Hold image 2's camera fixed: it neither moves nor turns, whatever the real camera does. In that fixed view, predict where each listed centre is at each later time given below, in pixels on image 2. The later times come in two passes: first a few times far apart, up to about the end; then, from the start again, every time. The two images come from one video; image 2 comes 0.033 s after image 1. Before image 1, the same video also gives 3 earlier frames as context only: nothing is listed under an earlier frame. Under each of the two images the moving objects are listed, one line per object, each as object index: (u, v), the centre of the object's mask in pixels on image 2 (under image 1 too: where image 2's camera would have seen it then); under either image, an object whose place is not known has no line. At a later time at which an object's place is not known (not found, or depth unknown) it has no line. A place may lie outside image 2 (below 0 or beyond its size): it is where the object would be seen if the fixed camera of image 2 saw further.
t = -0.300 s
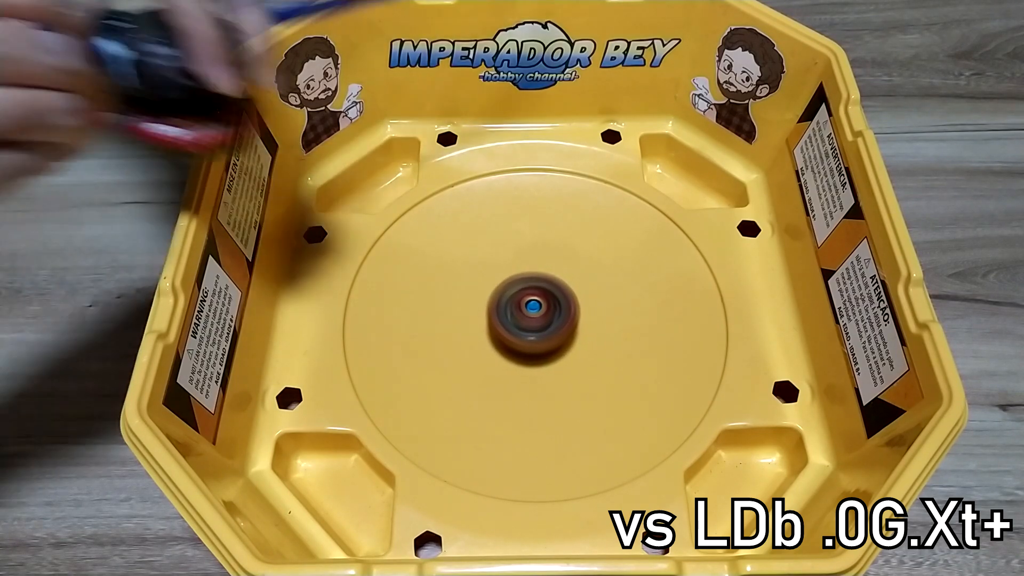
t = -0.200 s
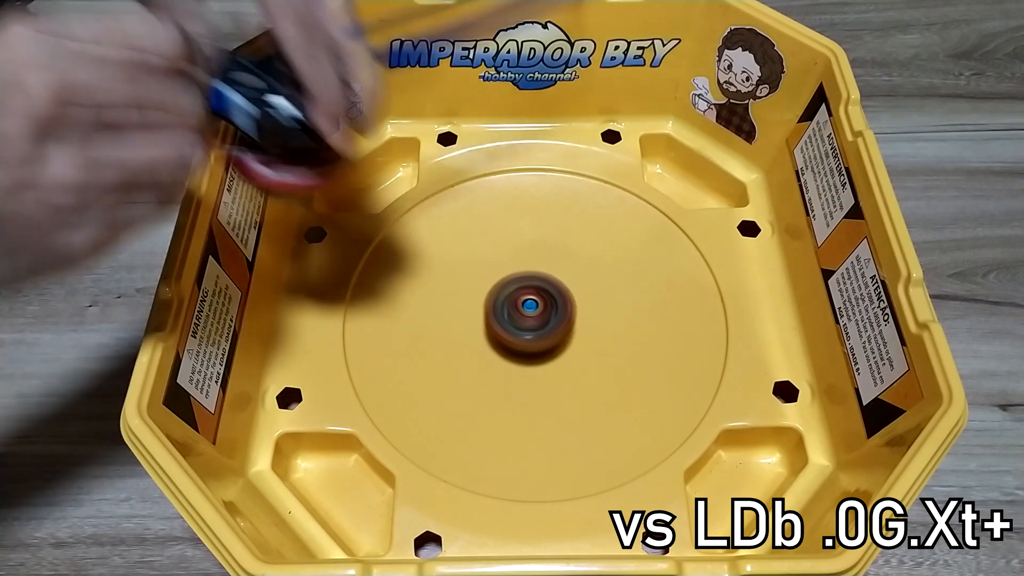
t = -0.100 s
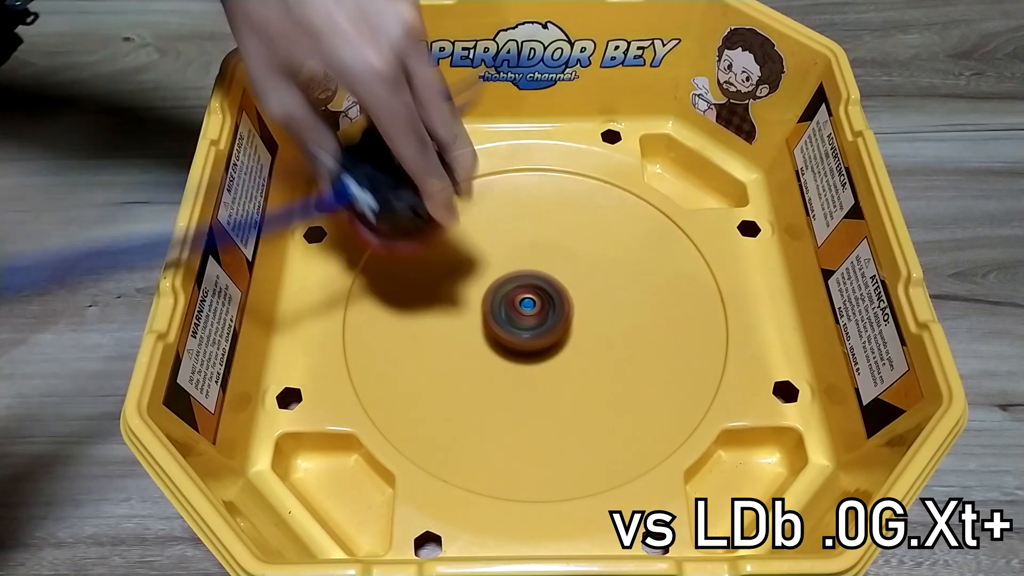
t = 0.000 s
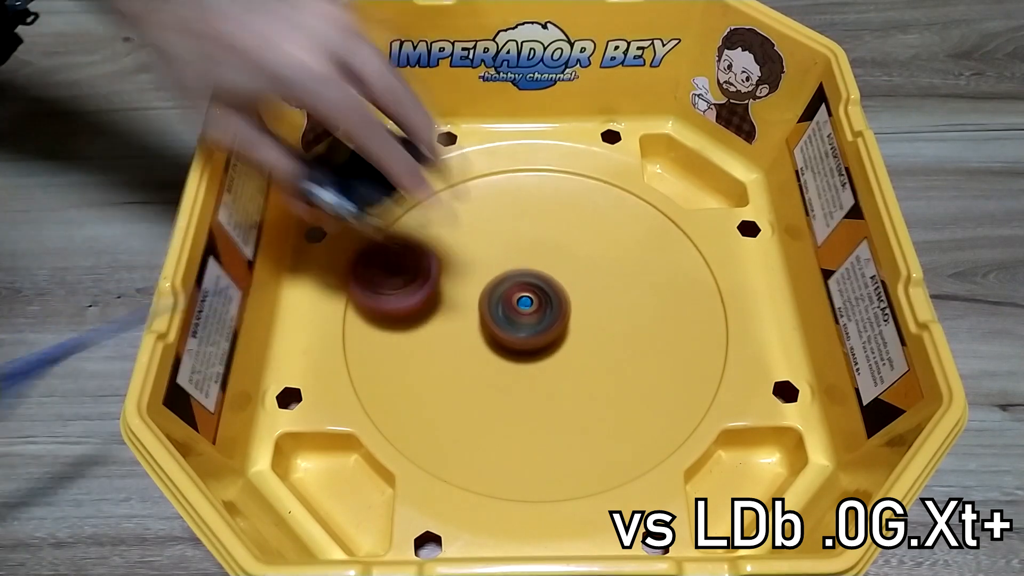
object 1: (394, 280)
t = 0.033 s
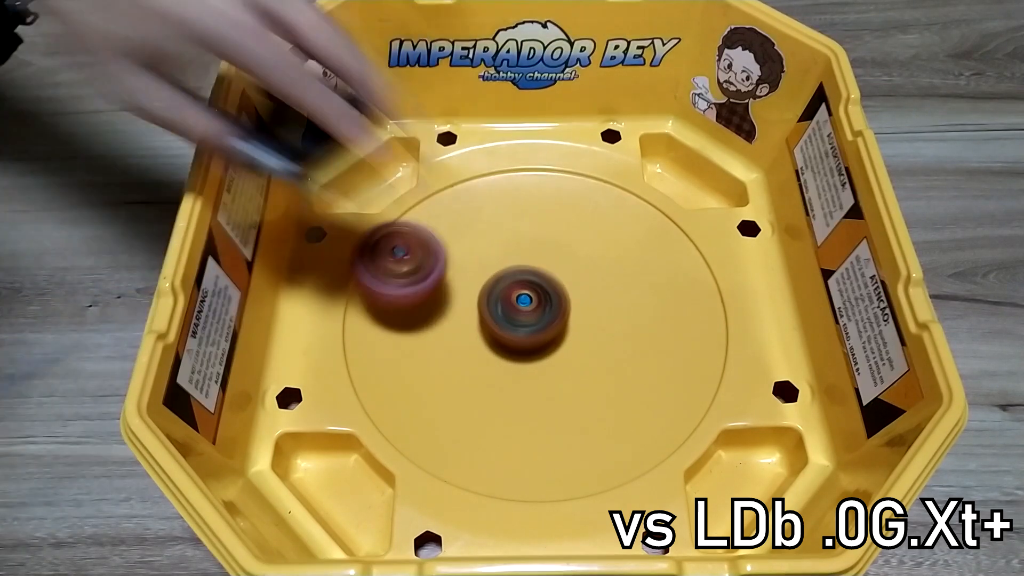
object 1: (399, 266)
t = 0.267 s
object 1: (386, 321)
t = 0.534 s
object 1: (414, 304)
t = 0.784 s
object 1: (457, 300)
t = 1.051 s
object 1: (483, 356)
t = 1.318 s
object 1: (469, 377)
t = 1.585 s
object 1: (467, 364)
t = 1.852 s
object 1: (453, 337)
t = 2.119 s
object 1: (520, 311)
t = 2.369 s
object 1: (543, 346)
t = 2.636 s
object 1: (548, 349)
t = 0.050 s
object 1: (402, 262)
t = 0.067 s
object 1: (409, 258)
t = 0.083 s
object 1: (412, 261)
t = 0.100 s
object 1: (422, 264)
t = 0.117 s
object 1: (426, 277)
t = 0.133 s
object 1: (436, 287)
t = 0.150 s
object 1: (436, 290)
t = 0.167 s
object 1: (422, 307)
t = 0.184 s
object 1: (419, 307)
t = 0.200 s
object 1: (407, 309)
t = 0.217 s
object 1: (405, 310)
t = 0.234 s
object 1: (394, 316)
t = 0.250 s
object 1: (391, 318)
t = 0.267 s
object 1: (386, 321)
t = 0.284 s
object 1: (385, 322)
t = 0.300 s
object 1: (384, 322)
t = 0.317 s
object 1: (383, 323)
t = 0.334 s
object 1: (384, 324)
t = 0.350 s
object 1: (385, 324)
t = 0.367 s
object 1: (386, 324)
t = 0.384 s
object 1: (388, 323)
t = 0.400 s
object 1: (390, 321)
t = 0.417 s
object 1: (392, 319)
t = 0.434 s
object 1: (395, 316)
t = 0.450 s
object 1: (397, 315)
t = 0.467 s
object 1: (401, 312)
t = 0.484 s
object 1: (403, 311)
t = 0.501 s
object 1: (407, 309)
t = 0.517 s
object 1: (409, 307)
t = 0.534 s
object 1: (414, 304)
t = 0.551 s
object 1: (416, 303)
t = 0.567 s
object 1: (421, 300)
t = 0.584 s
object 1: (423, 298)
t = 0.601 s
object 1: (429, 296)
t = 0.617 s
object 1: (432, 296)
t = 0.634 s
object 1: (439, 294)
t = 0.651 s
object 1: (442, 293)
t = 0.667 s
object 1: (449, 292)
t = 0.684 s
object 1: (450, 293)
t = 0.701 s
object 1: (450, 293)
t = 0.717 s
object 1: (450, 294)
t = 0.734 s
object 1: (451, 295)
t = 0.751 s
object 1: (453, 296)
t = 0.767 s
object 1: (456, 299)
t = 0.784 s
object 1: (457, 300)
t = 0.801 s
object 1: (463, 303)
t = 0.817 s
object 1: (465, 305)
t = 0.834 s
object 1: (471, 309)
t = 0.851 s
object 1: (473, 311)
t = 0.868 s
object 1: (479, 316)
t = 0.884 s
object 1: (480, 318)
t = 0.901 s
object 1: (485, 323)
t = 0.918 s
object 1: (486, 325)
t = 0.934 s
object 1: (487, 333)
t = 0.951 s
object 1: (487, 334)
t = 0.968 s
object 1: (486, 342)
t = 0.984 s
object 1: (485, 343)
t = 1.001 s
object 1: (485, 349)
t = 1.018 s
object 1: (485, 350)
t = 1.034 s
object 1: (483, 354)
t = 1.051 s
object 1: (483, 356)
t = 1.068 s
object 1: (480, 359)
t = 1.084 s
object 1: (480, 361)
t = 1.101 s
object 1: (478, 363)
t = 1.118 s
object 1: (477, 365)
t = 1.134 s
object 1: (476, 367)
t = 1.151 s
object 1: (475, 369)
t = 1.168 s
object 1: (474, 370)
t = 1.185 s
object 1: (473, 372)
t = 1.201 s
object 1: (472, 373)
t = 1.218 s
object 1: (471, 374)
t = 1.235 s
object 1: (470, 375)
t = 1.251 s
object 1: (470, 376)
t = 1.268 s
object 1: (469, 376)
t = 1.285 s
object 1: (469, 377)
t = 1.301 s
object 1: (469, 377)
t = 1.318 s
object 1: (469, 377)
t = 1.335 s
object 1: (470, 377)
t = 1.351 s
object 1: (470, 376)
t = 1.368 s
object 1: (471, 376)
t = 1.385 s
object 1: (472, 375)
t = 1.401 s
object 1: (473, 374)
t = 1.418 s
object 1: (474, 373)
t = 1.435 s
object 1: (476, 371)
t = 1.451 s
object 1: (477, 370)
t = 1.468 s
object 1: (478, 369)
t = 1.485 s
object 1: (476, 369)
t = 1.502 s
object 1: (472, 369)
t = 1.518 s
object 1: (471, 368)
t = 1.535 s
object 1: (468, 368)
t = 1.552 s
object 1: (468, 367)
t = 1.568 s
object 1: (467, 365)
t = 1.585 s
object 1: (467, 364)
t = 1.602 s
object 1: (468, 362)
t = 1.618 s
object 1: (469, 360)
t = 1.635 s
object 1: (470, 357)
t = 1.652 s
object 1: (472, 355)
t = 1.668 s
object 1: (475, 353)
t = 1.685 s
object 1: (477, 350)
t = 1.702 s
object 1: (480, 348)
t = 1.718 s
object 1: (477, 347)
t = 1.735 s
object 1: (468, 346)
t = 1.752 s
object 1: (463, 345)
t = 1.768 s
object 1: (458, 344)
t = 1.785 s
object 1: (455, 343)
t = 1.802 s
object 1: (453, 342)
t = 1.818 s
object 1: (453, 341)
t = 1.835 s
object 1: (453, 339)
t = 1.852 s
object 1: (453, 337)
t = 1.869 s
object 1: (454, 335)
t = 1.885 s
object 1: (456, 333)
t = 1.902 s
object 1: (459, 330)
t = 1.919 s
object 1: (461, 328)
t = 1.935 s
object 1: (465, 325)
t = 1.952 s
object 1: (468, 323)
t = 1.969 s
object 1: (473, 320)
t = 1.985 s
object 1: (477, 317)
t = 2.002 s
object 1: (482, 316)
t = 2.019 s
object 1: (486, 313)
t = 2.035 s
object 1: (493, 311)
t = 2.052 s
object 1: (496, 310)
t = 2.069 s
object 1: (505, 309)
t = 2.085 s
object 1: (508, 310)
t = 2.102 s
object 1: (516, 310)
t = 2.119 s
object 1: (520, 311)
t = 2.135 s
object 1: (528, 312)
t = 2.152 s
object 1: (529, 314)
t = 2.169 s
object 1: (530, 319)
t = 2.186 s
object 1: (531, 321)
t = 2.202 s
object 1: (533, 326)
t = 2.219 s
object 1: (534, 328)
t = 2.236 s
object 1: (536, 332)
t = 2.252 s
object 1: (537, 334)
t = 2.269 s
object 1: (539, 336)
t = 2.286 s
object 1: (540, 338)
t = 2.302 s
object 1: (541, 340)
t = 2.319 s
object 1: (541, 342)
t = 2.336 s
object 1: (542, 344)
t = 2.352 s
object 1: (543, 345)
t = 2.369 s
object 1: (543, 346)
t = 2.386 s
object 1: (543, 347)
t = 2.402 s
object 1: (544, 347)
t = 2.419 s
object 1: (544, 348)
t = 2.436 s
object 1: (544, 348)
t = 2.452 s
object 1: (544, 348)
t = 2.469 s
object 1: (544, 348)
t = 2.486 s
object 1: (544, 348)
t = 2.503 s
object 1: (545, 348)
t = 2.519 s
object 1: (545, 347)
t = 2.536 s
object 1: (546, 347)
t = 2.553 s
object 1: (546, 347)
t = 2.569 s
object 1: (547, 347)
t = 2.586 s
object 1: (548, 346)
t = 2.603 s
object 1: (548, 346)
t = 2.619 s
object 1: (548, 347)
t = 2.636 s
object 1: (548, 349)
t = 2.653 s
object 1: (547, 352)
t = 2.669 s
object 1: (546, 355)
